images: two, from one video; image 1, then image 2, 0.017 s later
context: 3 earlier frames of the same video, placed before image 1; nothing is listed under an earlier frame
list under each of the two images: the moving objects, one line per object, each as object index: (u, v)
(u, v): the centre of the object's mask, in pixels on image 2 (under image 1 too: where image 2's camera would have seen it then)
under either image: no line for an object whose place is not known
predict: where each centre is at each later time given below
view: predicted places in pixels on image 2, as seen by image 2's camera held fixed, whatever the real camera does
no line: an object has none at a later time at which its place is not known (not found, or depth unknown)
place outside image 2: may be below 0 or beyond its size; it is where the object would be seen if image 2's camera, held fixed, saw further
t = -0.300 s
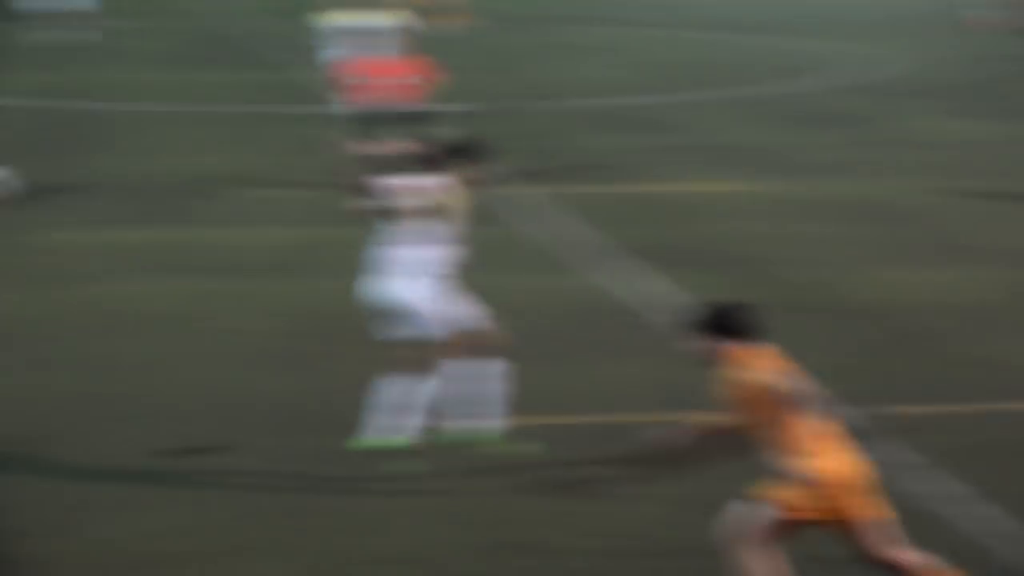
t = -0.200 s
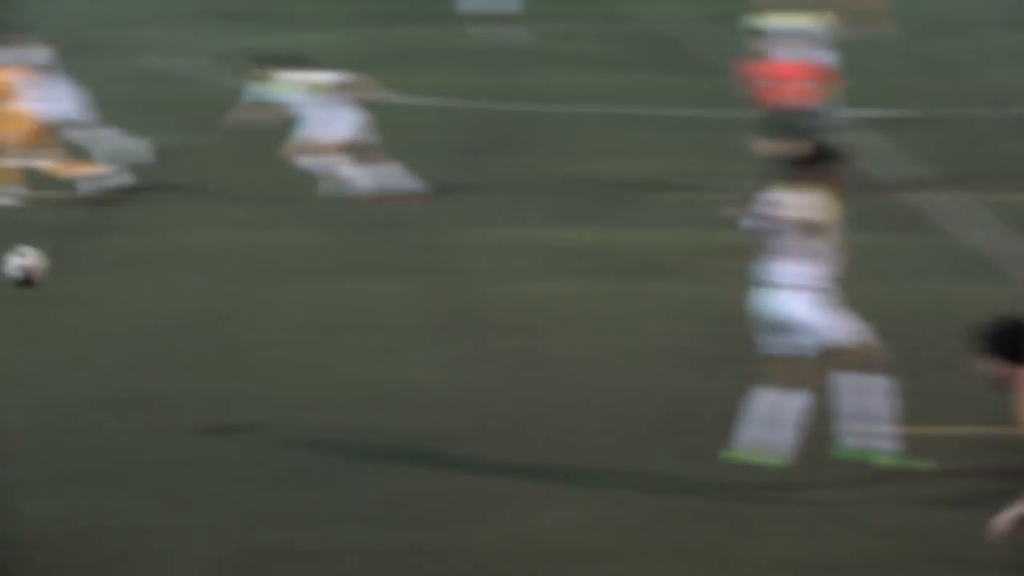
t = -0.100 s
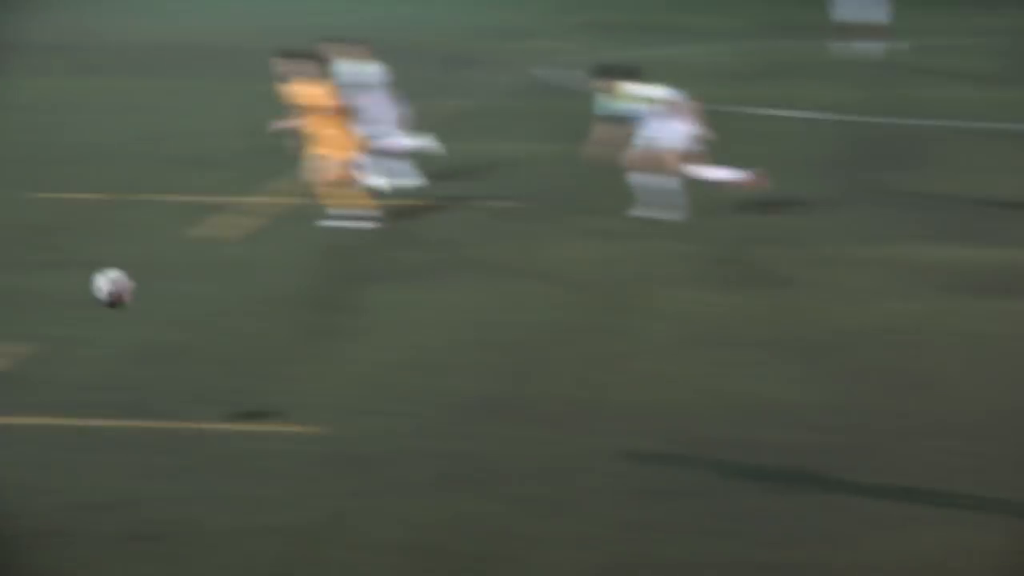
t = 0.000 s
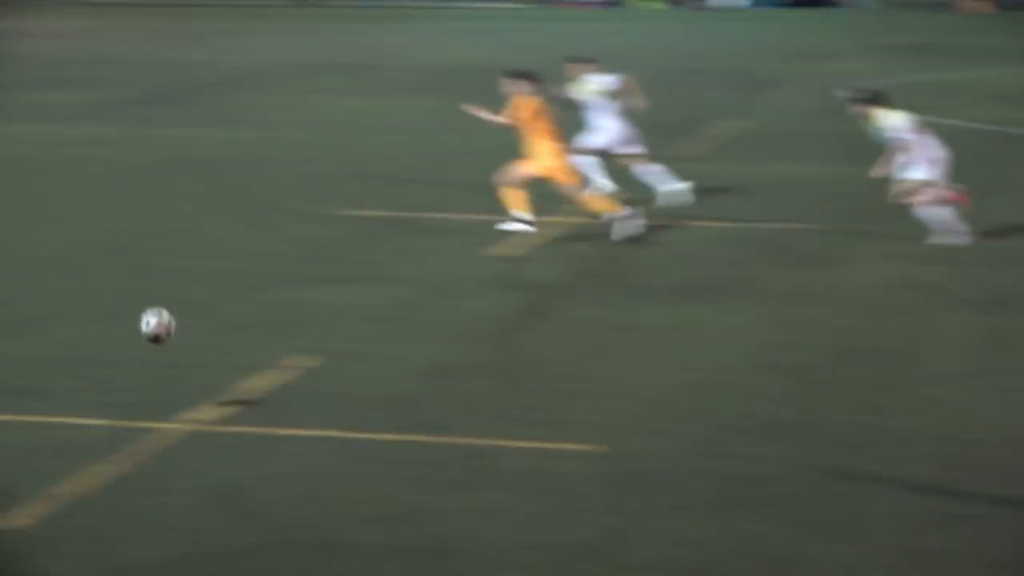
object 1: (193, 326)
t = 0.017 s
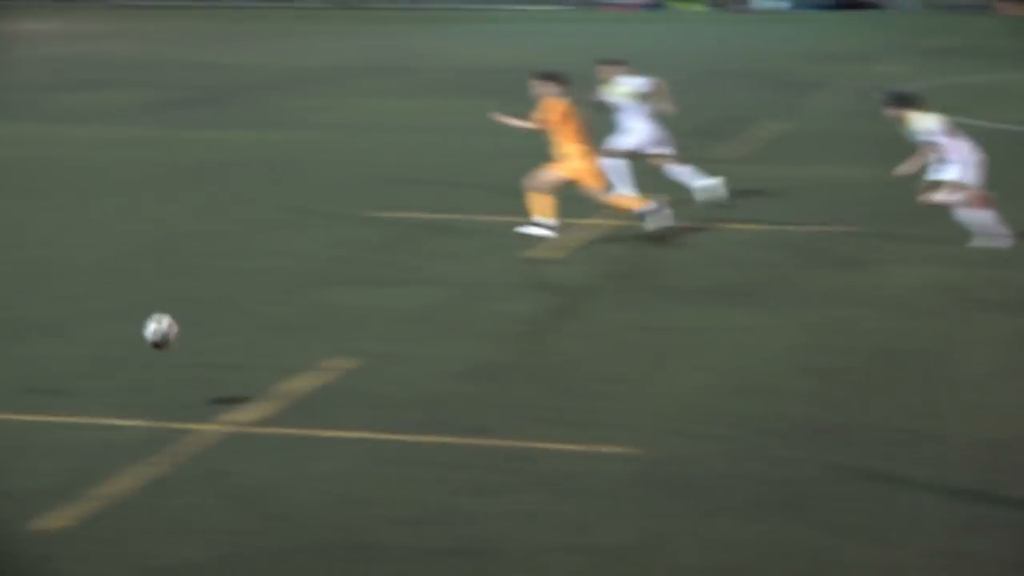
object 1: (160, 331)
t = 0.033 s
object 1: (129, 335)
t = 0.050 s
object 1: (94, 341)
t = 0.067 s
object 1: (60, 345)
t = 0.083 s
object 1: (27, 350)
